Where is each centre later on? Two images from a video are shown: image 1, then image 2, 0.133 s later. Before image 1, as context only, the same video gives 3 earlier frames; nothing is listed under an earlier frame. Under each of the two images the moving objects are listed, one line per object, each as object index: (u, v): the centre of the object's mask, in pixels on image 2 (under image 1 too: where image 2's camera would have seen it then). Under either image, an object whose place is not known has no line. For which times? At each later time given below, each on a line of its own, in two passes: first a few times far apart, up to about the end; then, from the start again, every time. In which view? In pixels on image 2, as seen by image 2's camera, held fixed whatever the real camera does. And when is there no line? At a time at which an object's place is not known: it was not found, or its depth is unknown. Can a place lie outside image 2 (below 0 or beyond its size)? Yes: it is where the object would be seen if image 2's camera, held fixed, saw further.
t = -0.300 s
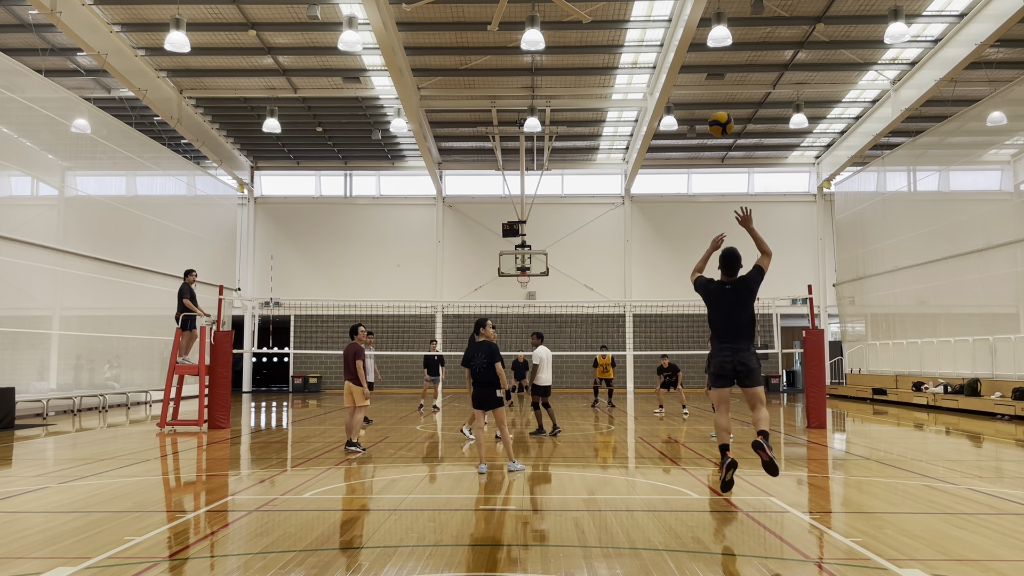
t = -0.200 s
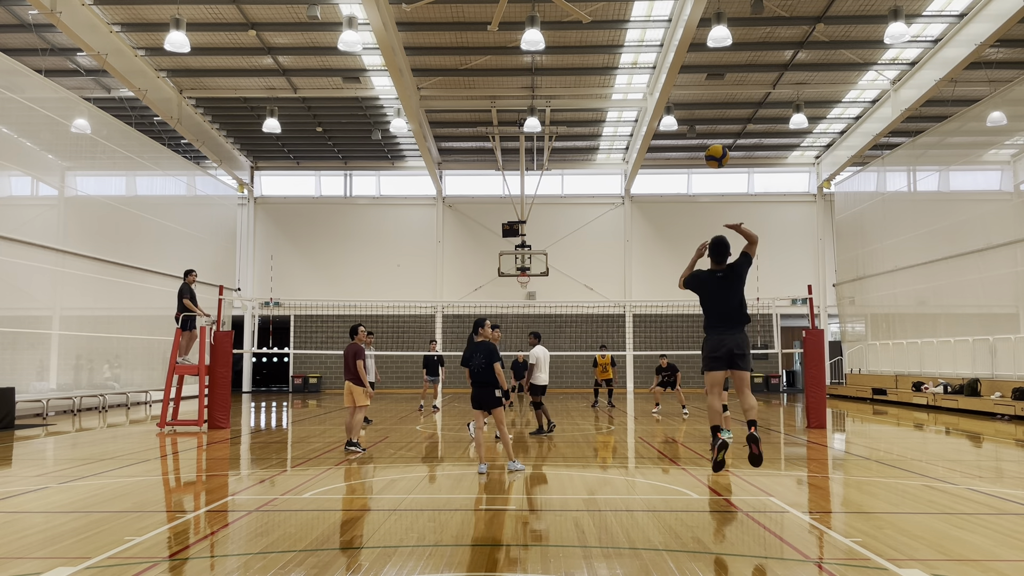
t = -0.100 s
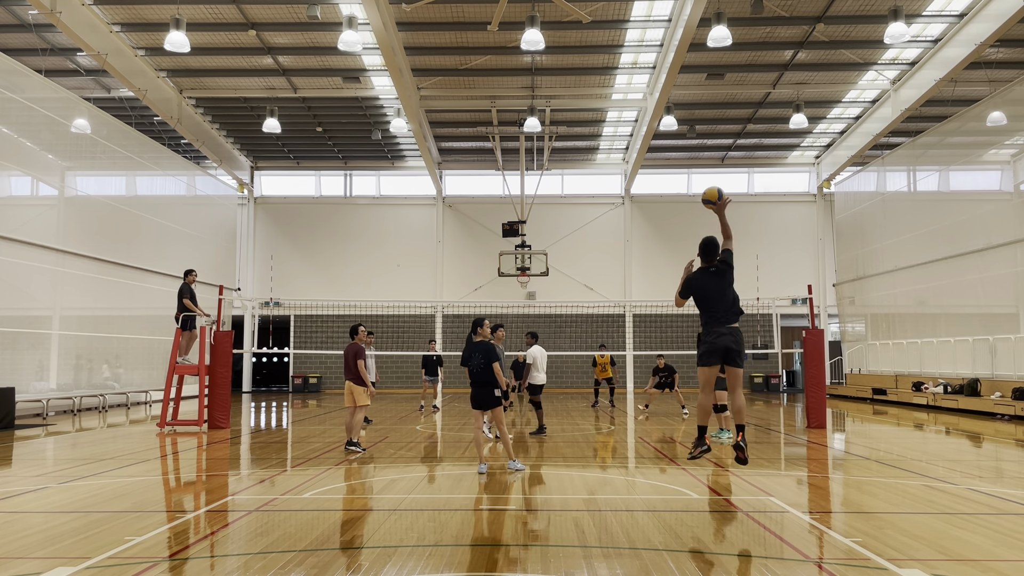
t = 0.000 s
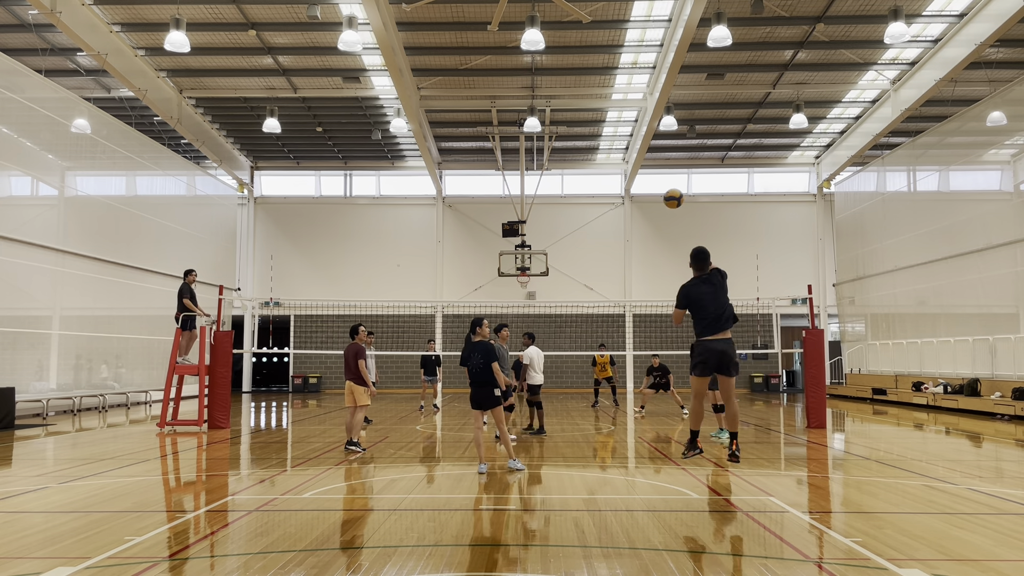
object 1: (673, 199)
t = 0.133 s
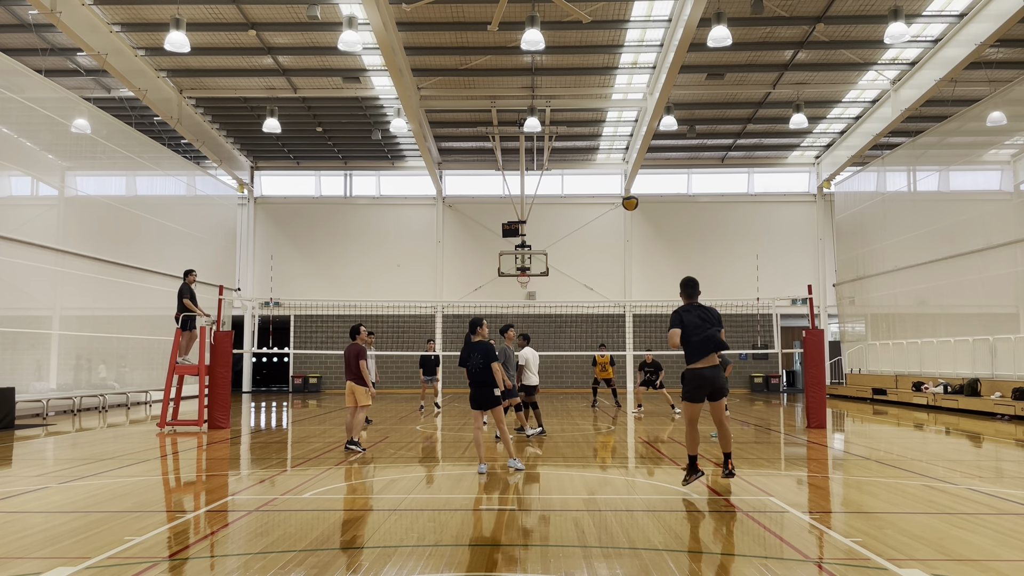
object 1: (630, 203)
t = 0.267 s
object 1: (601, 217)
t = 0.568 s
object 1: (563, 267)
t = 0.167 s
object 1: (621, 205)
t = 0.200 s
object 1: (614, 209)
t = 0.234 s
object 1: (607, 212)
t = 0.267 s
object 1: (601, 217)
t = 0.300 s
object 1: (595, 221)
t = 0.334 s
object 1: (590, 226)
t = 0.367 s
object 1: (585, 231)
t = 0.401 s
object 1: (581, 237)
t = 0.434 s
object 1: (577, 242)
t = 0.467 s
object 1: (573, 248)
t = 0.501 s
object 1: (570, 254)
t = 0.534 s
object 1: (566, 260)
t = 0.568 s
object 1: (563, 267)
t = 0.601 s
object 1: (561, 274)
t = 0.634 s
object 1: (558, 281)
